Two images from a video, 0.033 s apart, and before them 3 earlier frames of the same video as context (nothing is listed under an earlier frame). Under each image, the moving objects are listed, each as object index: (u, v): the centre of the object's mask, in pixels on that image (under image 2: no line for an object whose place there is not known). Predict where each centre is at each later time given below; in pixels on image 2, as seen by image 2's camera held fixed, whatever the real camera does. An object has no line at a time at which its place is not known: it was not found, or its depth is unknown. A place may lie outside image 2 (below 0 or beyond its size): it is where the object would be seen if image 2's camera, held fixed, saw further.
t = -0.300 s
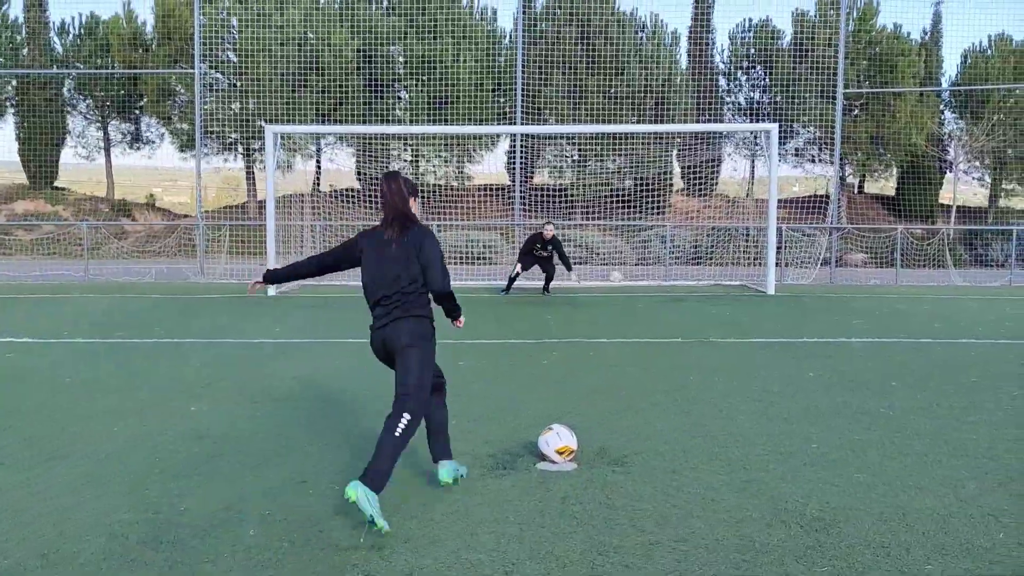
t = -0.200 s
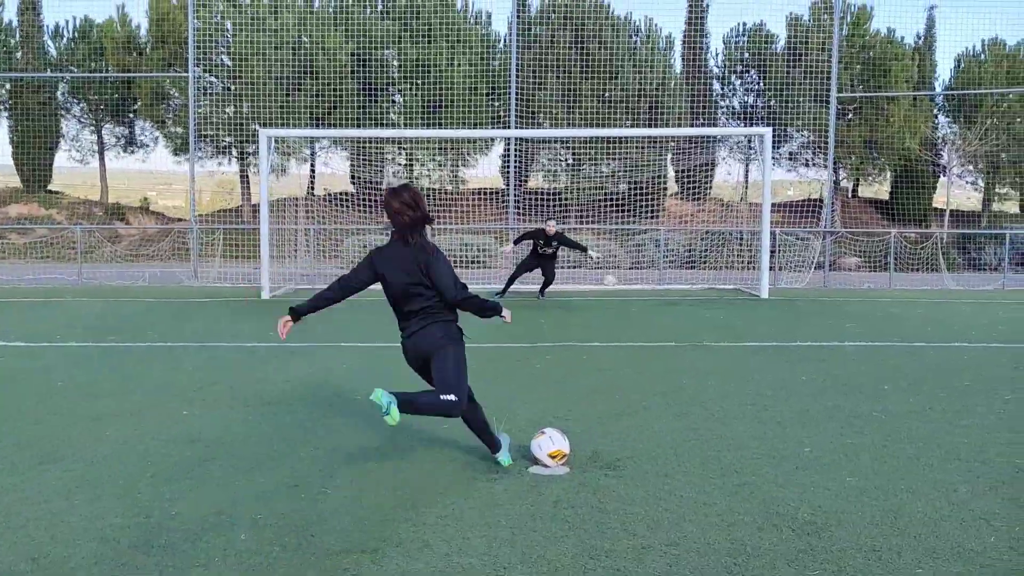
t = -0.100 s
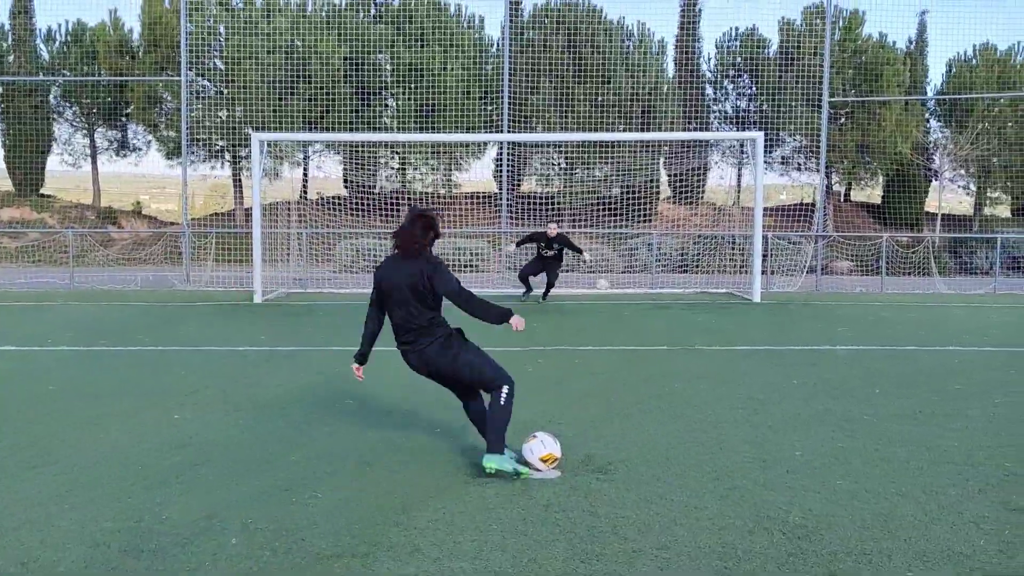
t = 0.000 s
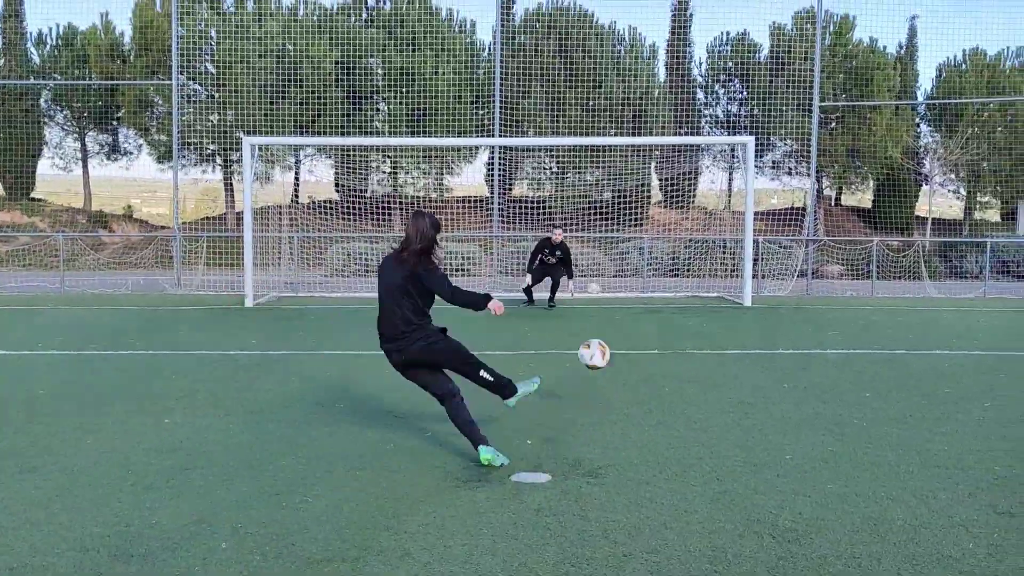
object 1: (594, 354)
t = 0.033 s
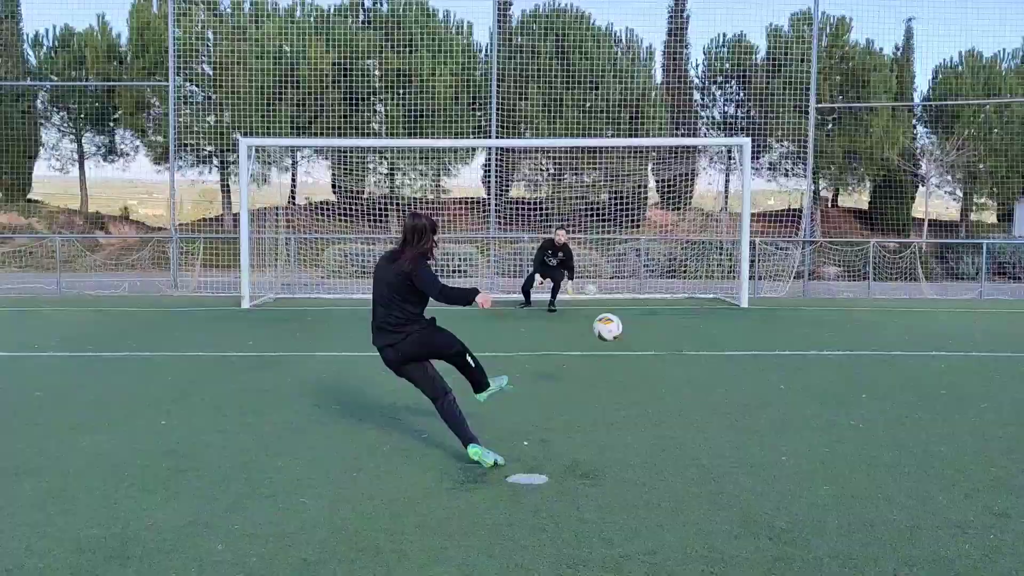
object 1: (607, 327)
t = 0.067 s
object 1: (622, 304)
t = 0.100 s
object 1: (631, 286)
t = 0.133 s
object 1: (640, 270)
